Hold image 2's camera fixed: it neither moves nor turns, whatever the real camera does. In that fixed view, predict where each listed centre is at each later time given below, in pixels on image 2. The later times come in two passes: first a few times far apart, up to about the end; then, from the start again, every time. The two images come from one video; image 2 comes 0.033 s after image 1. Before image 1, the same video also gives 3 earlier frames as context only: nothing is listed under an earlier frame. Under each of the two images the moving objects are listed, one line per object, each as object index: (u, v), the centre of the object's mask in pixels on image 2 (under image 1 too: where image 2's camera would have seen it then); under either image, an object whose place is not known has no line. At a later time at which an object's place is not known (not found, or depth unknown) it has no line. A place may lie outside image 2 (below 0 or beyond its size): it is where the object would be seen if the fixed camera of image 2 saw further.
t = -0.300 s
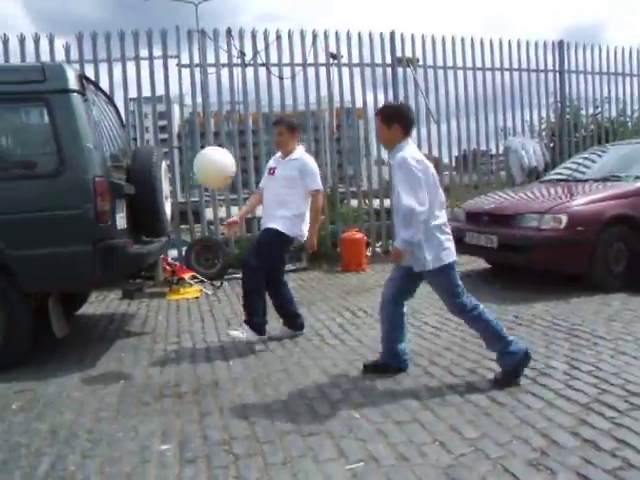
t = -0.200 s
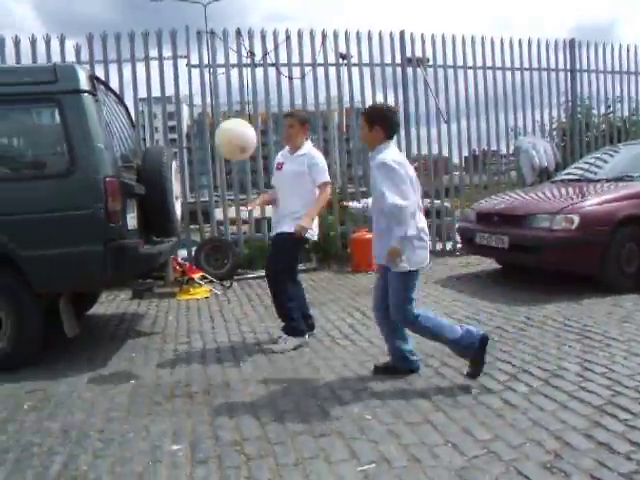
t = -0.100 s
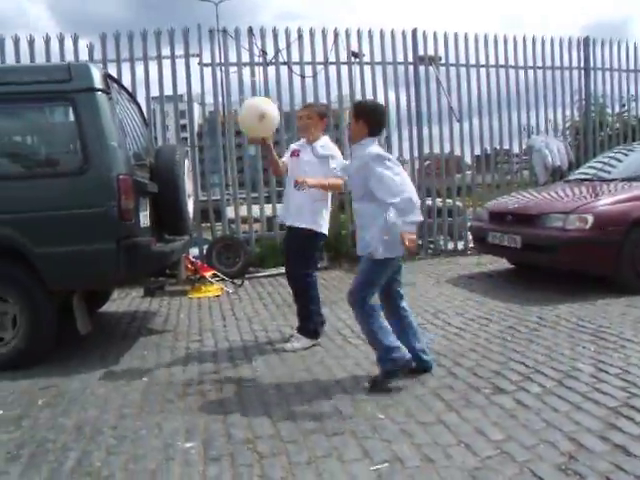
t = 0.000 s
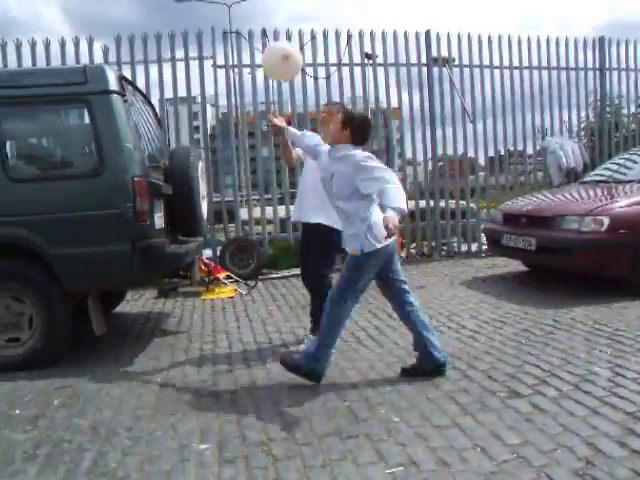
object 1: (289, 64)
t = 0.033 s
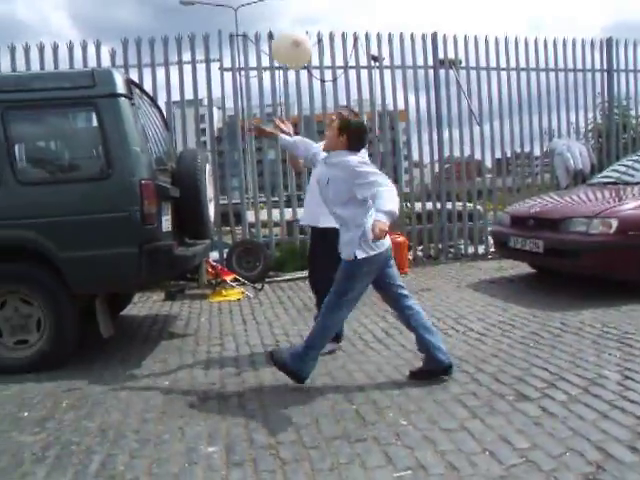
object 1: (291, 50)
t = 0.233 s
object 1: (306, -1)
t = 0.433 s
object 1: (315, 1)
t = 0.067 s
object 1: (294, 37)
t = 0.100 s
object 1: (296, 25)
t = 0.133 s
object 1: (299, 15)
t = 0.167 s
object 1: (302, 9)
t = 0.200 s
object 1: (304, 3)
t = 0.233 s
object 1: (306, -1)
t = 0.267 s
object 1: (307, -4)
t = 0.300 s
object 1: (309, -6)
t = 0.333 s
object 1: (311, -7)
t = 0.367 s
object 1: (312, -6)
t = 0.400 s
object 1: (313, -4)
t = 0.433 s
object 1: (315, 1)
